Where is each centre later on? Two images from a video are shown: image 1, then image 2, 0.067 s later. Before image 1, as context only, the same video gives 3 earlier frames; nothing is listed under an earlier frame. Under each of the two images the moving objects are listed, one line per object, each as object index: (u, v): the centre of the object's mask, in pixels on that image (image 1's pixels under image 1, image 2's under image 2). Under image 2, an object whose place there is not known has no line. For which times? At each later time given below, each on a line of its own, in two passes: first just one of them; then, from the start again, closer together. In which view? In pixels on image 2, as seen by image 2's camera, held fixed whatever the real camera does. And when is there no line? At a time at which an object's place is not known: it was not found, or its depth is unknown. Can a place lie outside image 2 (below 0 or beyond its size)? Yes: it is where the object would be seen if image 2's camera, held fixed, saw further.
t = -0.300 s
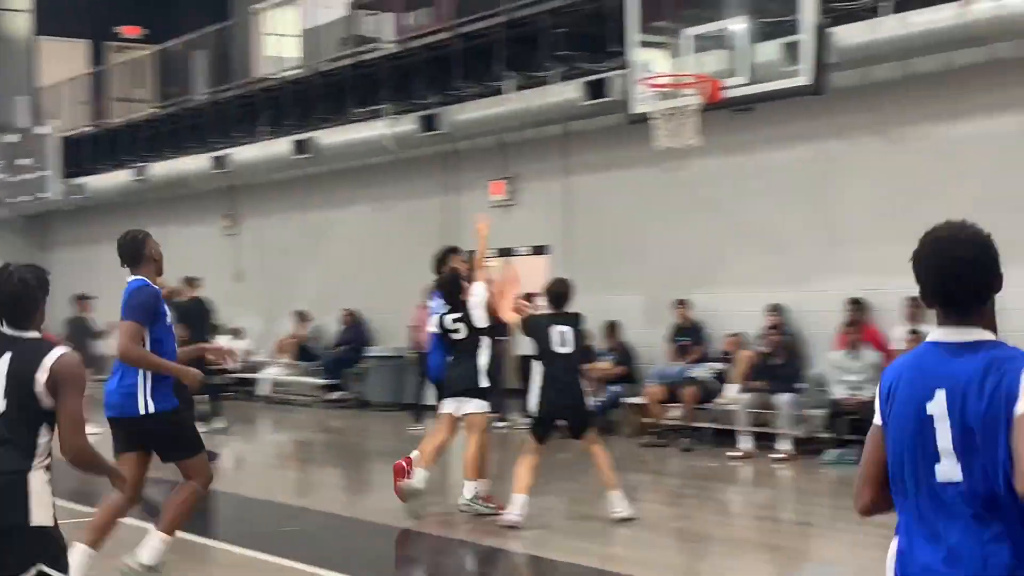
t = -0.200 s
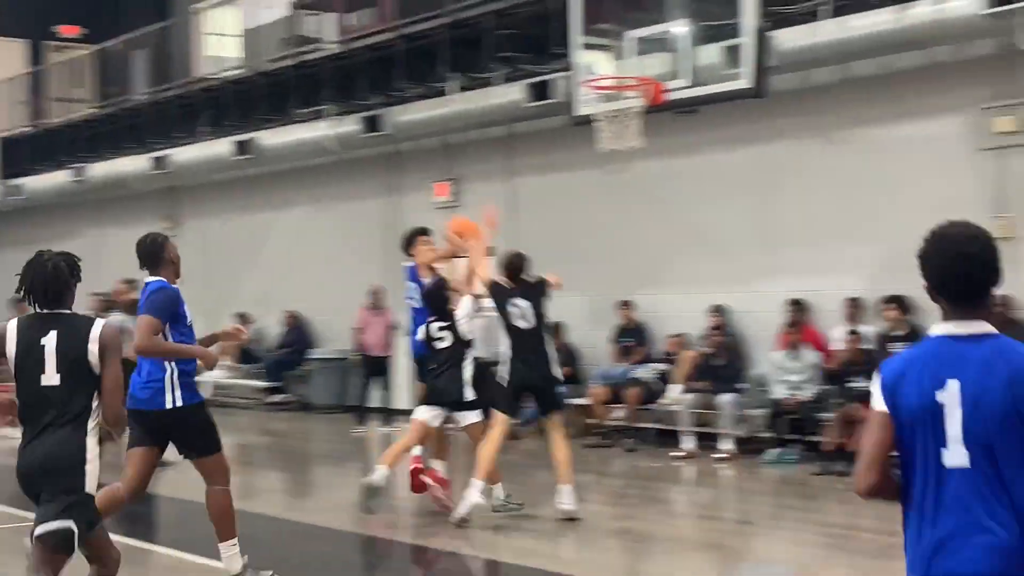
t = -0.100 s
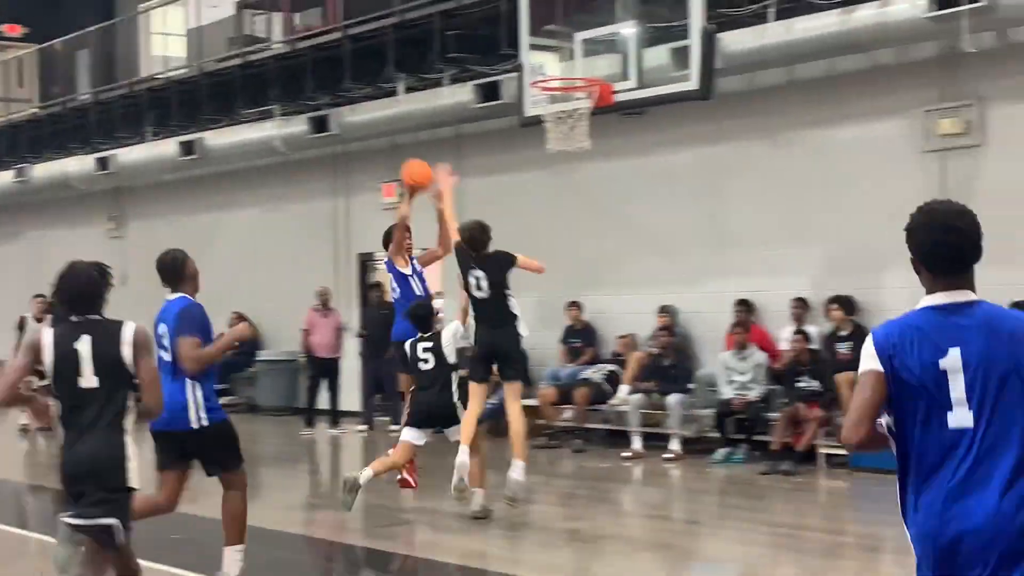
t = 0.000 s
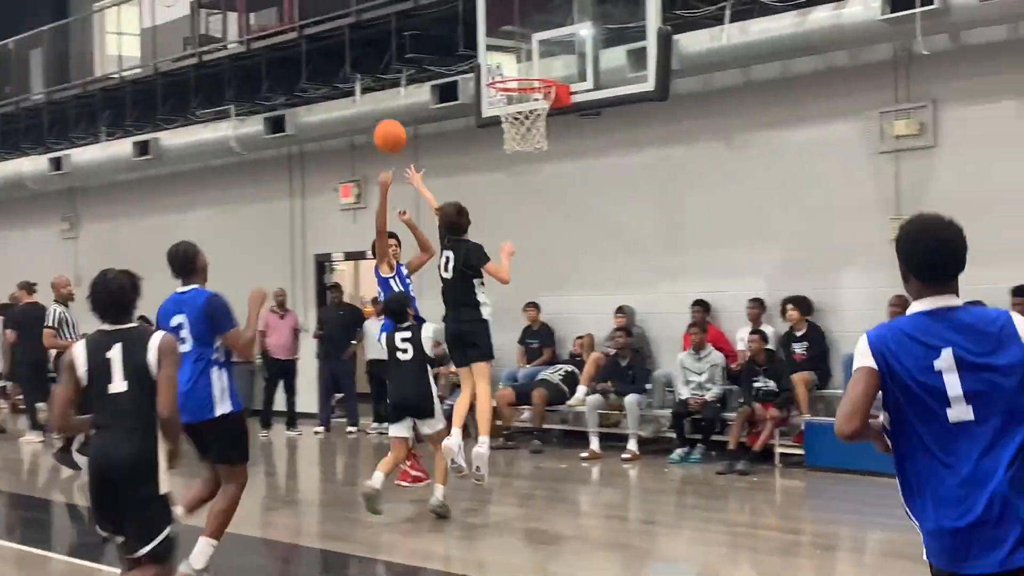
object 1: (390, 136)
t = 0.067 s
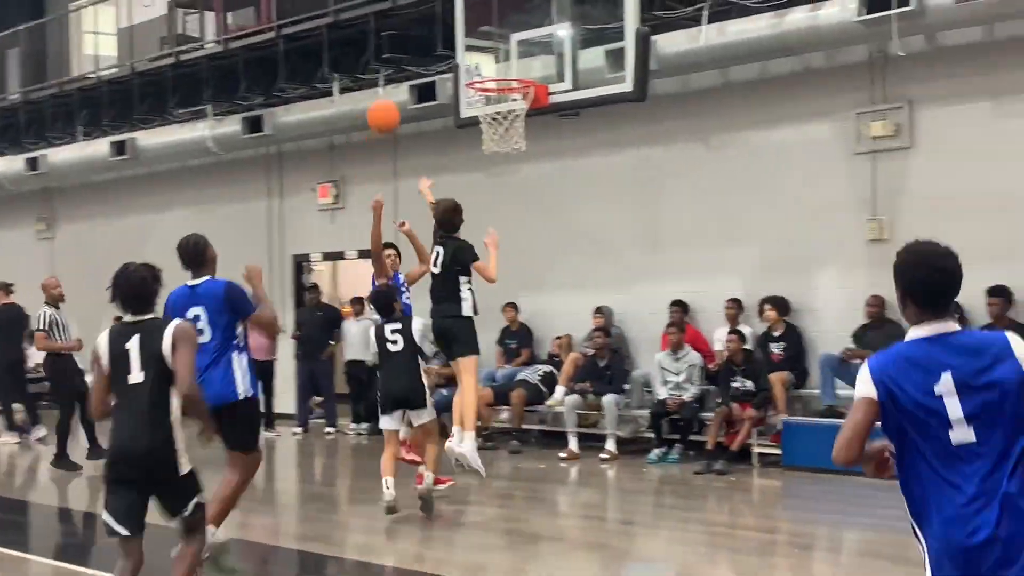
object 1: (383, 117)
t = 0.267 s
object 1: (434, 90)
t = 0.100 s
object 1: (391, 109)
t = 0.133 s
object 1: (399, 102)
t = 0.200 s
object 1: (416, 93)
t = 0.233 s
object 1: (425, 90)
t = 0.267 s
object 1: (434, 90)
